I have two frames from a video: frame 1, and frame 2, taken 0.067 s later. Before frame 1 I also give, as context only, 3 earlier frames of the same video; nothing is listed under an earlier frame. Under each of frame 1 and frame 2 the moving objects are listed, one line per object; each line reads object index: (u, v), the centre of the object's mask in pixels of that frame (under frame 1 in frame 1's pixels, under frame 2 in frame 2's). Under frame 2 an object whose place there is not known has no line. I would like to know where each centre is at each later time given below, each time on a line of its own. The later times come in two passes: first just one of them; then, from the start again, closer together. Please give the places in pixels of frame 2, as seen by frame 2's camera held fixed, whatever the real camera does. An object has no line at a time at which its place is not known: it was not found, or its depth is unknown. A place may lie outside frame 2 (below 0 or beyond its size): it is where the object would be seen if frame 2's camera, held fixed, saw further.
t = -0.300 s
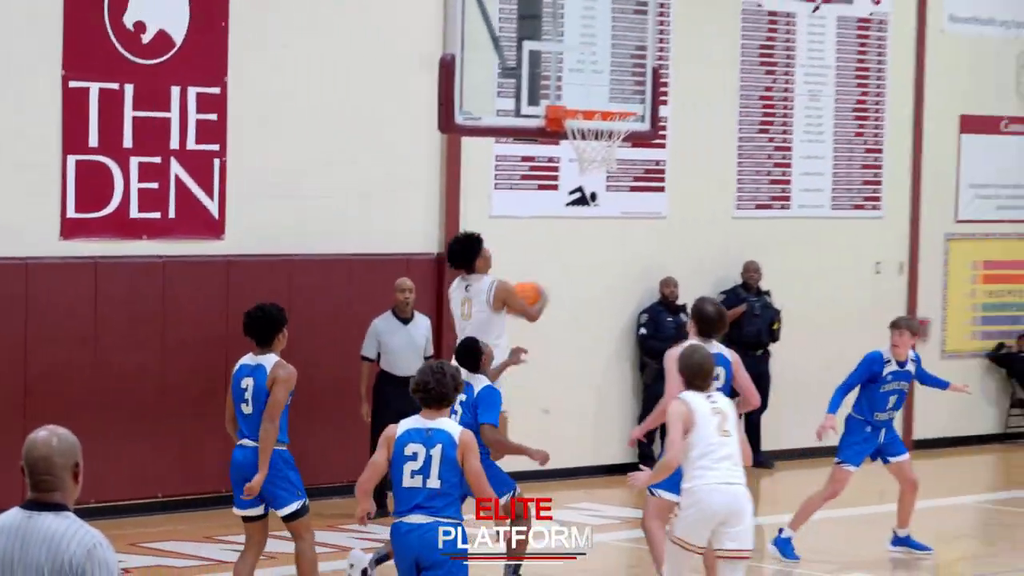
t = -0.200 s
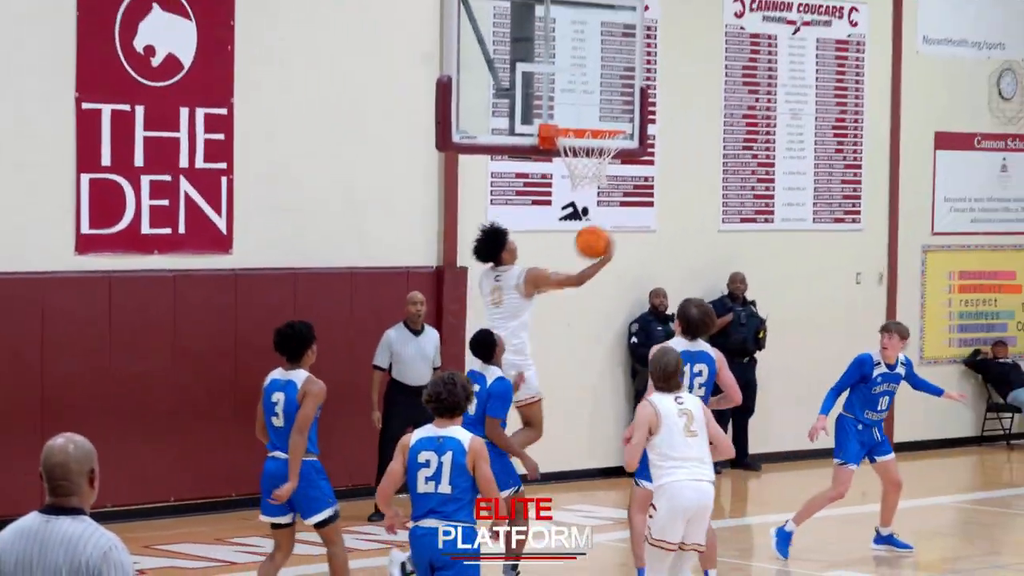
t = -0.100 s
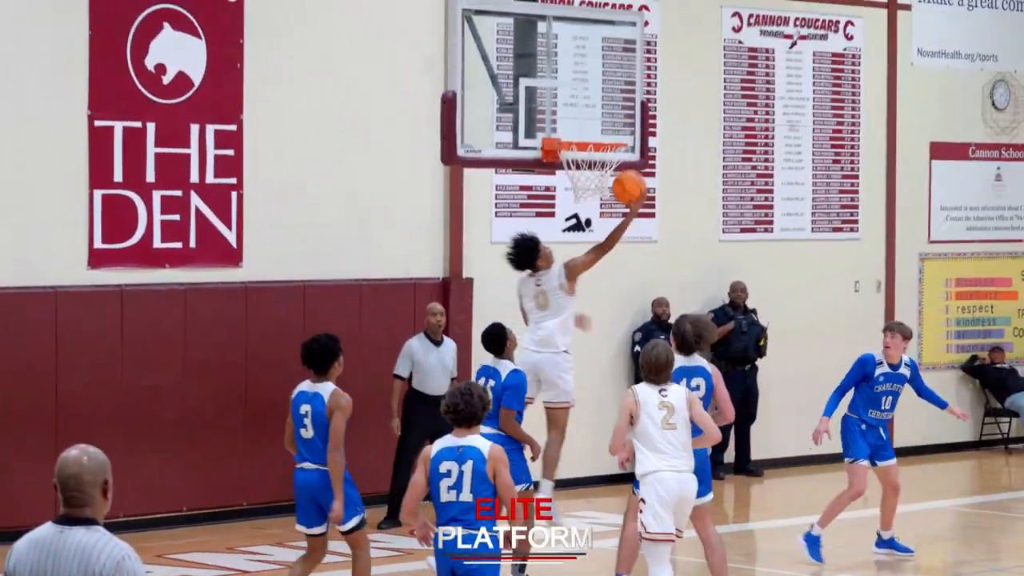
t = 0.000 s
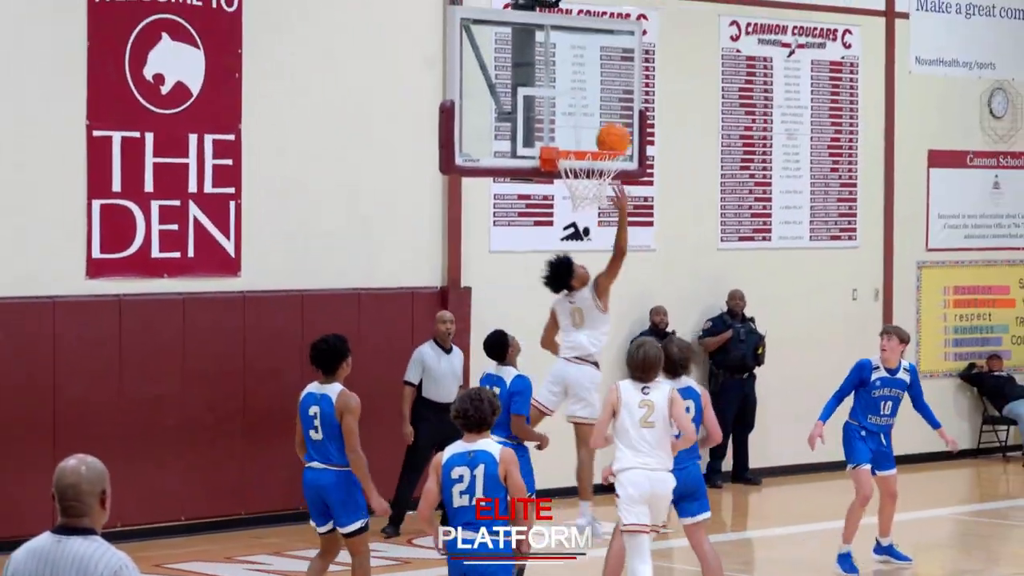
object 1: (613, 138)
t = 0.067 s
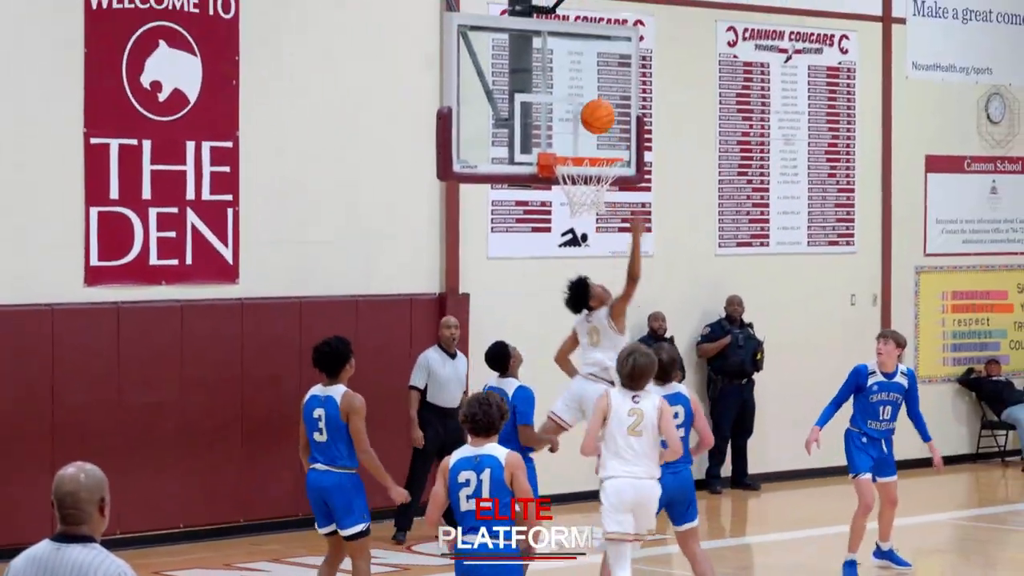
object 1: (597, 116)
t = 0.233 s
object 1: (593, 117)
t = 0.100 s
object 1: (597, 113)
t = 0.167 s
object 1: (596, 112)
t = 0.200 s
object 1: (595, 113)
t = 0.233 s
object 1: (593, 117)
